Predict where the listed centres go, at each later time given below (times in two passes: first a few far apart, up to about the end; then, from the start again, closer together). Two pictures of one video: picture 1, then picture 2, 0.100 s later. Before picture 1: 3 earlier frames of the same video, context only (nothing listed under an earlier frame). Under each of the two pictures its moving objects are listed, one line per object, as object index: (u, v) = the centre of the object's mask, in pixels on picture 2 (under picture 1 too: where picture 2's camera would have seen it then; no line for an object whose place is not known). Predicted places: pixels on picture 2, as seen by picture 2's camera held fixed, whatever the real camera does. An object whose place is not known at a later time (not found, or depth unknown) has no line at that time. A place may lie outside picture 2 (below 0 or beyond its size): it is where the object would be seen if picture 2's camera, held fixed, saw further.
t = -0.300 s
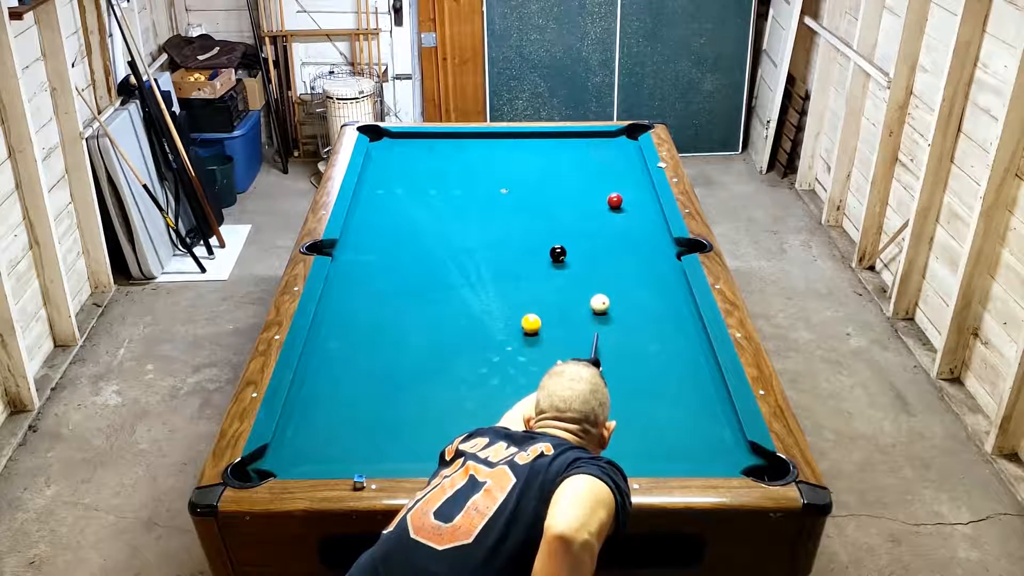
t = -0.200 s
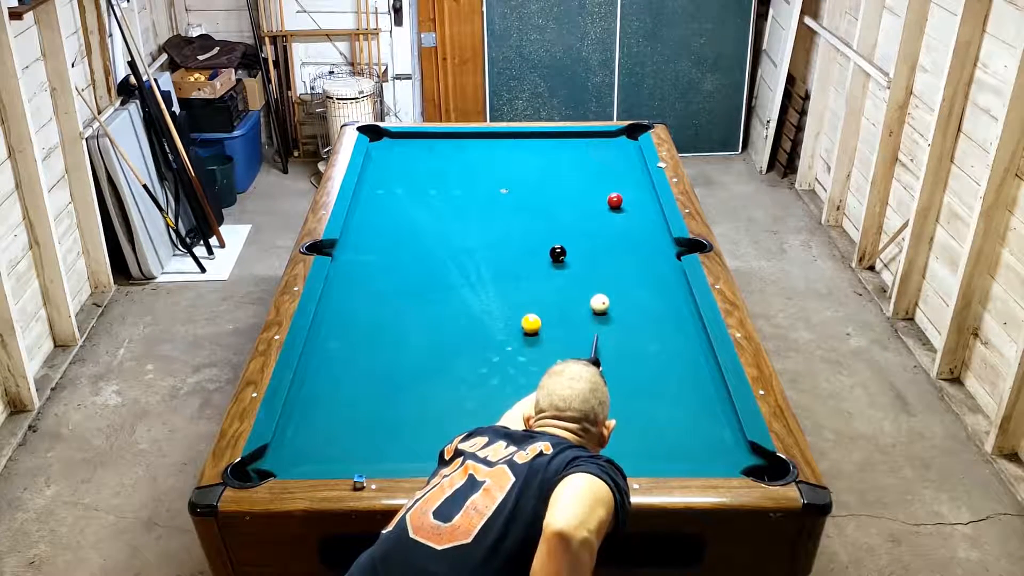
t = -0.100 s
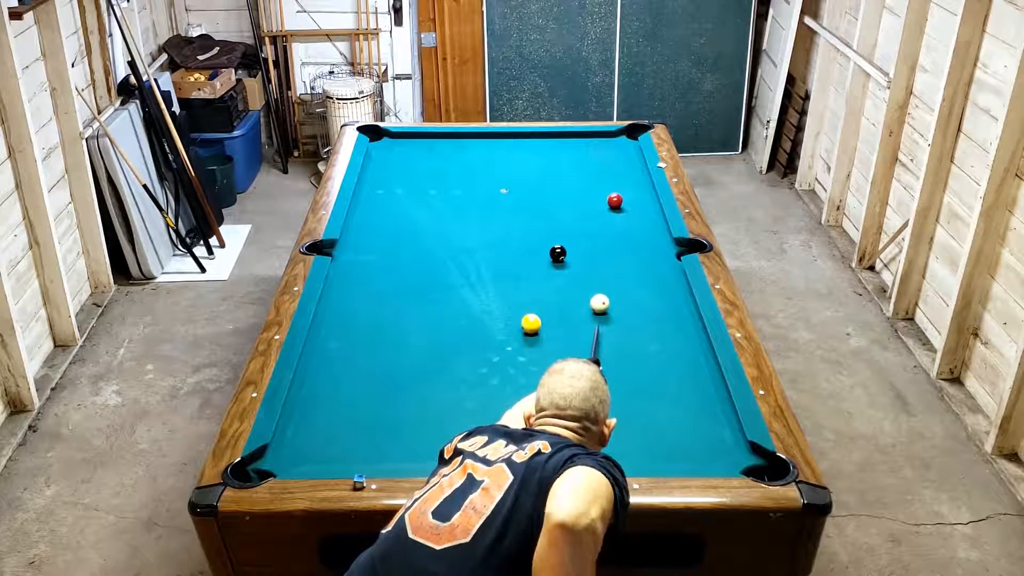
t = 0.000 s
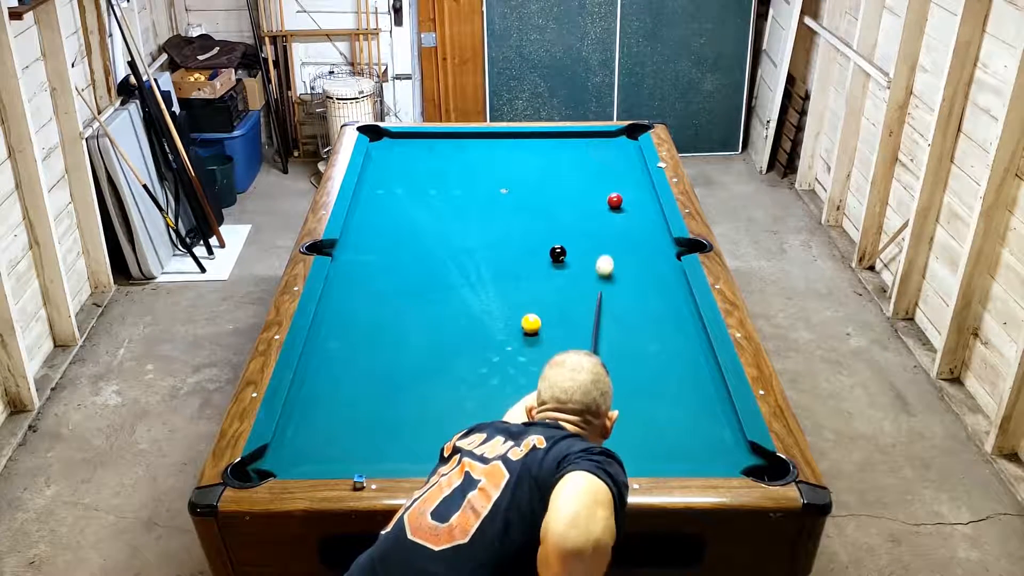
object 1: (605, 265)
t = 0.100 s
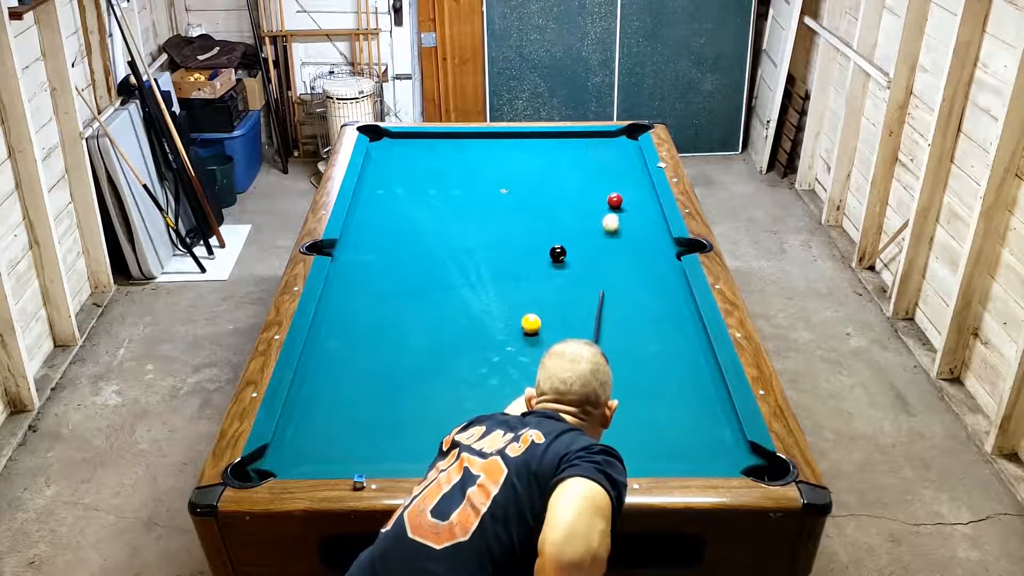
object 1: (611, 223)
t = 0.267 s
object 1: (609, 207)
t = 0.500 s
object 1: (603, 209)
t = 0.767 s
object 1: (599, 212)
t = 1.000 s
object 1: (596, 213)
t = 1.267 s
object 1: (595, 214)
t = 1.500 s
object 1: (594, 215)
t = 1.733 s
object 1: (595, 215)
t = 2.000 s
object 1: (593, 215)
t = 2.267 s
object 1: (593, 216)
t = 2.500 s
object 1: (593, 216)
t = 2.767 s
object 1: (593, 216)
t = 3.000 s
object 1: (593, 216)
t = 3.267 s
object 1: (593, 216)
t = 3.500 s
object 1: (593, 216)
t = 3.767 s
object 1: (593, 216)
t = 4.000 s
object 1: (593, 216)
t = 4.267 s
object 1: (593, 216)
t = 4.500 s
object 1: (593, 216)
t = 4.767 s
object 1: (593, 216)
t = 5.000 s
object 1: (593, 216)
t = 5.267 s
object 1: (593, 216)
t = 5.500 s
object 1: (593, 216)
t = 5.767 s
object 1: (593, 215)
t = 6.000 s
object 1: (593, 215)
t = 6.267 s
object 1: (593, 215)
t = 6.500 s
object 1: (593, 216)
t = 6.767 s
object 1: (593, 216)
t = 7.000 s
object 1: (593, 216)
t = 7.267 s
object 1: (593, 216)
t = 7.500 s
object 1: (593, 216)
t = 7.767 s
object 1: (593, 216)
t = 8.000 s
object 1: (593, 216)
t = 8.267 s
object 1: (593, 215)
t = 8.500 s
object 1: (593, 215)
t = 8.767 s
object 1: (593, 215)
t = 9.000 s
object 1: (593, 215)
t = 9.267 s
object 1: (593, 215)
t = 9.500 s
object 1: (593, 215)
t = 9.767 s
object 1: (593, 215)
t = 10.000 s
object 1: (593, 215)
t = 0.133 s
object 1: (613, 211)
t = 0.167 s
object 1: (612, 206)
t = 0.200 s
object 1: (611, 206)
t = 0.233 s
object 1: (610, 207)
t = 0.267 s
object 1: (609, 207)
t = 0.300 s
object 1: (608, 208)
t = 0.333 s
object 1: (607, 208)
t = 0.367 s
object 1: (607, 208)
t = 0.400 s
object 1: (606, 208)
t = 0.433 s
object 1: (605, 209)
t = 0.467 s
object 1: (604, 209)
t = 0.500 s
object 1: (603, 209)
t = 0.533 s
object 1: (602, 210)
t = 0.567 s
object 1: (602, 210)
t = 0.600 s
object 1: (601, 210)
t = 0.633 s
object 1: (601, 211)
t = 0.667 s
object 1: (600, 211)
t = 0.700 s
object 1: (600, 211)
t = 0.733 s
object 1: (599, 211)
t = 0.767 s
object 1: (599, 212)
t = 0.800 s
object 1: (598, 212)
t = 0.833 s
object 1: (598, 212)
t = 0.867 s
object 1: (597, 212)
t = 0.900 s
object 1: (597, 213)
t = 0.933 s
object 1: (597, 213)
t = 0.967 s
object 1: (596, 213)
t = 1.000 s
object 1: (596, 213)
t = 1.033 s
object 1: (596, 213)
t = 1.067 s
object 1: (595, 213)
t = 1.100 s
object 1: (595, 214)
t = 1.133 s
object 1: (595, 214)
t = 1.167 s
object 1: (595, 214)
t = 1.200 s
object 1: (595, 214)
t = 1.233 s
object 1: (595, 214)
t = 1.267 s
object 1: (595, 214)
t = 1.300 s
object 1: (595, 214)
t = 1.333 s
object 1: (594, 215)
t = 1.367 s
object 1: (594, 215)
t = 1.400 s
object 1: (594, 215)
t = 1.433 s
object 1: (594, 215)
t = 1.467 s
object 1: (594, 215)
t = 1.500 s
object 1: (594, 215)
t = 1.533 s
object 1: (594, 215)
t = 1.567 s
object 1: (594, 215)
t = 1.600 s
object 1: (594, 215)
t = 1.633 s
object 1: (594, 215)
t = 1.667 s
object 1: (594, 215)
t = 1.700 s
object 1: (593, 216)
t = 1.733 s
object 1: (595, 215)
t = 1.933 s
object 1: (588, 214)
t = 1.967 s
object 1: (593, 216)
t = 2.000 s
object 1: (593, 215)
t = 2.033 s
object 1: (593, 216)
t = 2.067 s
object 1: (593, 216)
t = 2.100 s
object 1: (593, 216)
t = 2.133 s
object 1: (593, 216)
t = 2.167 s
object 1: (593, 216)
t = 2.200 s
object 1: (593, 216)
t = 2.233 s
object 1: (593, 215)
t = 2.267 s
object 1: (593, 216)
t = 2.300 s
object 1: (593, 216)
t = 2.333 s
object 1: (593, 216)
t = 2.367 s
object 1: (593, 215)
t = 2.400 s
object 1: (593, 215)
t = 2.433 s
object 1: (593, 216)
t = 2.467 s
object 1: (593, 216)
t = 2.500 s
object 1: (593, 216)
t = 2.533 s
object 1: (593, 216)
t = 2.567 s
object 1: (593, 216)
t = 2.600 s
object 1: (593, 216)
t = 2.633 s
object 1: (593, 216)
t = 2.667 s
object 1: (593, 216)
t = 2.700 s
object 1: (593, 216)
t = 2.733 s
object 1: (593, 216)
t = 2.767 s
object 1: (593, 216)
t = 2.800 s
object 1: (593, 216)
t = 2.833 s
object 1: (593, 216)
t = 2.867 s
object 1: (593, 216)
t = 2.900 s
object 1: (593, 216)
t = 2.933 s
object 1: (593, 216)
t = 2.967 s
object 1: (593, 216)
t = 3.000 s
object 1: (593, 216)
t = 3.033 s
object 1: (593, 216)
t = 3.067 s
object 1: (593, 216)
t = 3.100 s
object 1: (593, 216)
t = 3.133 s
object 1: (593, 216)
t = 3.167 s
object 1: (593, 216)
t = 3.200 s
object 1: (593, 216)
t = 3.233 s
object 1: (593, 216)
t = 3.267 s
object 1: (593, 216)
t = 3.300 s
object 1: (593, 216)
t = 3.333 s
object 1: (593, 216)
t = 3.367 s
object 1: (593, 216)
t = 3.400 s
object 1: (593, 216)
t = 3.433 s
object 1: (593, 216)
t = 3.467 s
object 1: (593, 216)
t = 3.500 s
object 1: (593, 216)
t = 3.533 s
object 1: (593, 216)
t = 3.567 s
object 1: (593, 216)
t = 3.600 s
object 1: (593, 216)
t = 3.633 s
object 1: (593, 216)
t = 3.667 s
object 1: (593, 216)
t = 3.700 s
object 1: (593, 216)
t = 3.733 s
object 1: (593, 216)
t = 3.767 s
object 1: (593, 216)
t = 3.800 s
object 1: (593, 216)
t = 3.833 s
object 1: (593, 216)
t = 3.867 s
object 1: (593, 216)
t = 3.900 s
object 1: (593, 216)
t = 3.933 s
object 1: (593, 216)
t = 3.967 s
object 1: (593, 216)
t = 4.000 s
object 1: (593, 216)
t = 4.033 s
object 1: (593, 216)
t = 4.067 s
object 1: (593, 216)
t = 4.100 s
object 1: (593, 216)
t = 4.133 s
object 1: (593, 216)
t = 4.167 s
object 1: (593, 216)
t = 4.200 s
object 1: (593, 216)
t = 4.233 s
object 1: (593, 216)
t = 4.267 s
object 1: (593, 216)
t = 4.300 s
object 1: (593, 216)
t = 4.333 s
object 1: (593, 216)
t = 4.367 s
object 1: (593, 216)
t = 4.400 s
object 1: (593, 216)
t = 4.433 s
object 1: (593, 216)
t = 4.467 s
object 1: (593, 216)
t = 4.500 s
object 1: (593, 216)
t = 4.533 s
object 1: (593, 216)
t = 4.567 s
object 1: (593, 216)
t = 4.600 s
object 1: (593, 216)
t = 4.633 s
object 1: (593, 216)
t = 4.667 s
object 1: (593, 216)
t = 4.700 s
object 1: (593, 216)
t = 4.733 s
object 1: (593, 216)
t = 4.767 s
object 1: (593, 216)
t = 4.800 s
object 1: (593, 216)
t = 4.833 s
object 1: (593, 216)
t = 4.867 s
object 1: (593, 216)
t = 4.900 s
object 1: (593, 216)
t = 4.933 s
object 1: (593, 216)
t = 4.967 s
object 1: (593, 216)
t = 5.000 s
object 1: (593, 216)
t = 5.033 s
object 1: (593, 216)
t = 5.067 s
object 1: (593, 216)
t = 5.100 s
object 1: (593, 216)
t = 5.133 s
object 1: (593, 216)
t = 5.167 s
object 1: (593, 216)
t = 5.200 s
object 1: (593, 216)
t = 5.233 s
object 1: (593, 216)
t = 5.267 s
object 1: (593, 216)
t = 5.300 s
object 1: (593, 216)
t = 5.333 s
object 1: (593, 216)
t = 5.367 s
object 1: (593, 216)
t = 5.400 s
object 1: (593, 216)
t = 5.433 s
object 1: (593, 216)
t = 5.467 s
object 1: (593, 216)
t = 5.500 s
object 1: (593, 216)
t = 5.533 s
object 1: (593, 216)
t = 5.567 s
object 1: (593, 216)
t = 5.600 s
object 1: (593, 216)
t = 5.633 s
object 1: (593, 216)
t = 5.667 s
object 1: (593, 216)
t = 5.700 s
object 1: (593, 215)
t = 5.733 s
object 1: (593, 215)
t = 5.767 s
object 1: (593, 215)
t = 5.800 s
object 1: (593, 216)
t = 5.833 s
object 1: (593, 216)
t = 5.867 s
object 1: (593, 216)
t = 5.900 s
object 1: (593, 215)
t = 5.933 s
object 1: (593, 215)
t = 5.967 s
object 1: (593, 215)
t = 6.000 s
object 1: (593, 215)
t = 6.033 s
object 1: (593, 215)
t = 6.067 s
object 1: (593, 215)
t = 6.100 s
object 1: (593, 215)
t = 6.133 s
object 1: (593, 215)
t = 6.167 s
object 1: (593, 215)
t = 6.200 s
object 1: (593, 215)
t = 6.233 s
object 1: (593, 215)
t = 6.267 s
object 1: (593, 215)
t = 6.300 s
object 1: (593, 215)
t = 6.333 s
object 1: (593, 216)
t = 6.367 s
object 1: (593, 216)
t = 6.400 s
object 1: (593, 216)
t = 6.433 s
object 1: (593, 216)
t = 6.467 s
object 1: (593, 216)
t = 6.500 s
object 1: (593, 216)
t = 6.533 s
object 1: (593, 216)
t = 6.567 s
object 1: (593, 216)
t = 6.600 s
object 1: (593, 216)
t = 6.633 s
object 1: (593, 216)
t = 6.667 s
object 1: (593, 216)
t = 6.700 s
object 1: (593, 216)
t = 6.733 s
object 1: (593, 216)
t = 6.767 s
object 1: (593, 216)
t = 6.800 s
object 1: (593, 216)
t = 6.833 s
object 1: (593, 216)
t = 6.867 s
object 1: (593, 216)
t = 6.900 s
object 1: (593, 216)
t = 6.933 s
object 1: (593, 216)
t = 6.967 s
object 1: (593, 216)
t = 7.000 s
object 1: (593, 216)
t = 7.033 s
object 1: (593, 216)
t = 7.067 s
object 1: (593, 216)
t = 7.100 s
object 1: (593, 216)
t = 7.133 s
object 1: (593, 216)
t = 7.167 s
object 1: (593, 216)
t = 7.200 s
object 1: (593, 216)
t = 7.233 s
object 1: (593, 216)
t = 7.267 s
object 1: (593, 216)
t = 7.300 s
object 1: (593, 216)
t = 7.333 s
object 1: (593, 216)
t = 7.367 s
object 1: (593, 216)
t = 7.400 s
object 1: (593, 216)
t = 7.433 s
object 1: (593, 216)
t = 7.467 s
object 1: (593, 216)
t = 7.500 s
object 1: (593, 216)
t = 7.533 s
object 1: (593, 216)
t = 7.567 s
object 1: (593, 216)
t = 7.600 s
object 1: (593, 216)
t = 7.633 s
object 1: (593, 216)
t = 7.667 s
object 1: (593, 216)
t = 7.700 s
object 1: (593, 216)
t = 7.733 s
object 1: (593, 216)
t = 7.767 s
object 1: (593, 216)
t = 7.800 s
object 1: (593, 216)
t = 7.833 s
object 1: (593, 216)
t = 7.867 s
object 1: (593, 216)
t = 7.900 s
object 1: (593, 216)
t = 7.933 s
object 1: (593, 216)
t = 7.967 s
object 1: (593, 216)
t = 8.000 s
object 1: (593, 216)
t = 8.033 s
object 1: (593, 216)
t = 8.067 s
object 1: (593, 215)
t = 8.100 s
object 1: (593, 215)
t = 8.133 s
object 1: (593, 215)
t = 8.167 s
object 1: (593, 215)
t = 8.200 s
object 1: (593, 215)
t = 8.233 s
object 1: (593, 215)
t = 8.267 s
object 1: (593, 215)
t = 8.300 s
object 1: (593, 215)
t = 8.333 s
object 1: (593, 215)
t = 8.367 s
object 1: (593, 215)
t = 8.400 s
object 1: (593, 215)
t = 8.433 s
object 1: (593, 215)
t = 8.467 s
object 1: (593, 215)
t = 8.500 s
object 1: (593, 215)
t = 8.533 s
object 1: (593, 215)
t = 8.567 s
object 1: (593, 215)
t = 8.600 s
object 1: (593, 215)
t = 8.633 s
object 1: (593, 215)
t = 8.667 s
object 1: (593, 215)
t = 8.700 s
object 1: (593, 215)
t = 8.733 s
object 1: (593, 215)
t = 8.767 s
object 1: (593, 215)
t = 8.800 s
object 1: (593, 215)
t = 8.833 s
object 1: (593, 215)
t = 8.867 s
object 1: (593, 215)
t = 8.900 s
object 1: (593, 215)
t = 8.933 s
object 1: (593, 215)
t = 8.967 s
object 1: (593, 215)
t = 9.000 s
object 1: (593, 215)
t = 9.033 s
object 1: (593, 215)
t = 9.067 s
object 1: (593, 215)
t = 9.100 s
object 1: (593, 215)
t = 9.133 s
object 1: (593, 215)
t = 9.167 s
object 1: (593, 215)
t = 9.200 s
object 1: (593, 215)
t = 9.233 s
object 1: (593, 215)
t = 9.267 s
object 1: (593, 215)
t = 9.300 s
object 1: (593, 215)
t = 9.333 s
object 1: (593, 215)
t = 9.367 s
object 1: (593, 215)
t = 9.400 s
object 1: (593, 215)
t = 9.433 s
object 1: (593, 215)
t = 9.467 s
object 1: (593, 215)
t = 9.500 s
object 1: (593, 215)
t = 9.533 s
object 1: (593, 215)
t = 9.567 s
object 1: (593, 215)
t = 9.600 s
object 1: (593, 215)
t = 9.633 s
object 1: (593, 215)
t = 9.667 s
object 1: (593, 215)
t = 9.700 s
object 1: (593, 215)
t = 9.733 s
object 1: (593, 215)
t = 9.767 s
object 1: (593, 215)
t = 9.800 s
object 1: (593, 215)
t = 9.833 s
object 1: (593, 215)
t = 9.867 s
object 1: (593, 215)
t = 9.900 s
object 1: (593, 215)
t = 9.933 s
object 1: (593, 215)
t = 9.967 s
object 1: (593, 215)
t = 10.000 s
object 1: (593, 215)
